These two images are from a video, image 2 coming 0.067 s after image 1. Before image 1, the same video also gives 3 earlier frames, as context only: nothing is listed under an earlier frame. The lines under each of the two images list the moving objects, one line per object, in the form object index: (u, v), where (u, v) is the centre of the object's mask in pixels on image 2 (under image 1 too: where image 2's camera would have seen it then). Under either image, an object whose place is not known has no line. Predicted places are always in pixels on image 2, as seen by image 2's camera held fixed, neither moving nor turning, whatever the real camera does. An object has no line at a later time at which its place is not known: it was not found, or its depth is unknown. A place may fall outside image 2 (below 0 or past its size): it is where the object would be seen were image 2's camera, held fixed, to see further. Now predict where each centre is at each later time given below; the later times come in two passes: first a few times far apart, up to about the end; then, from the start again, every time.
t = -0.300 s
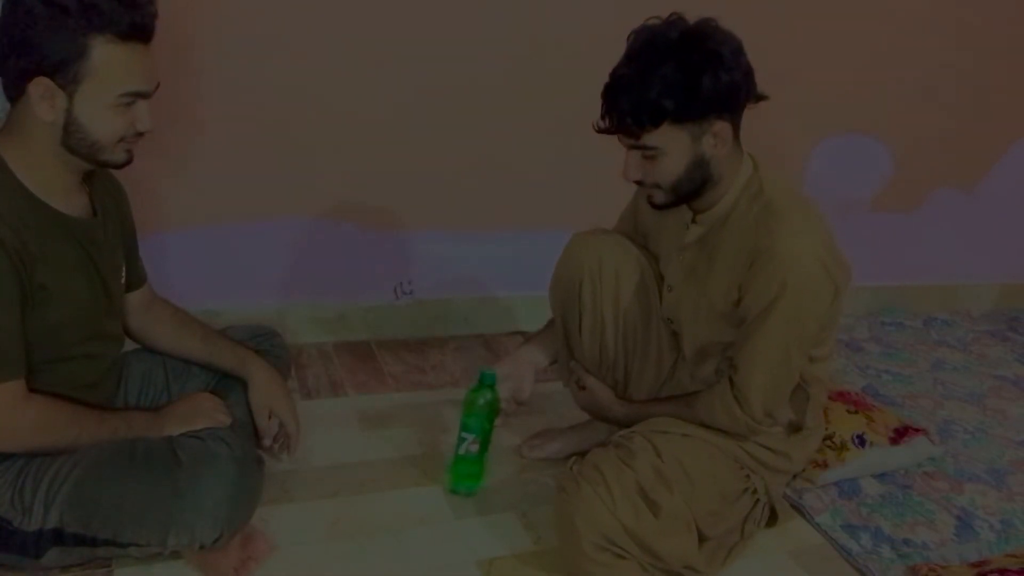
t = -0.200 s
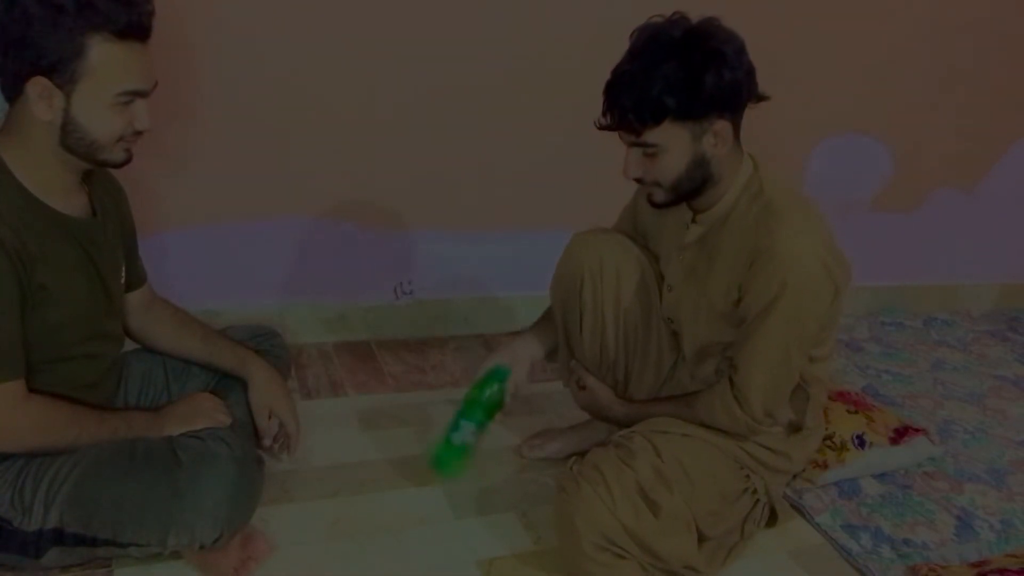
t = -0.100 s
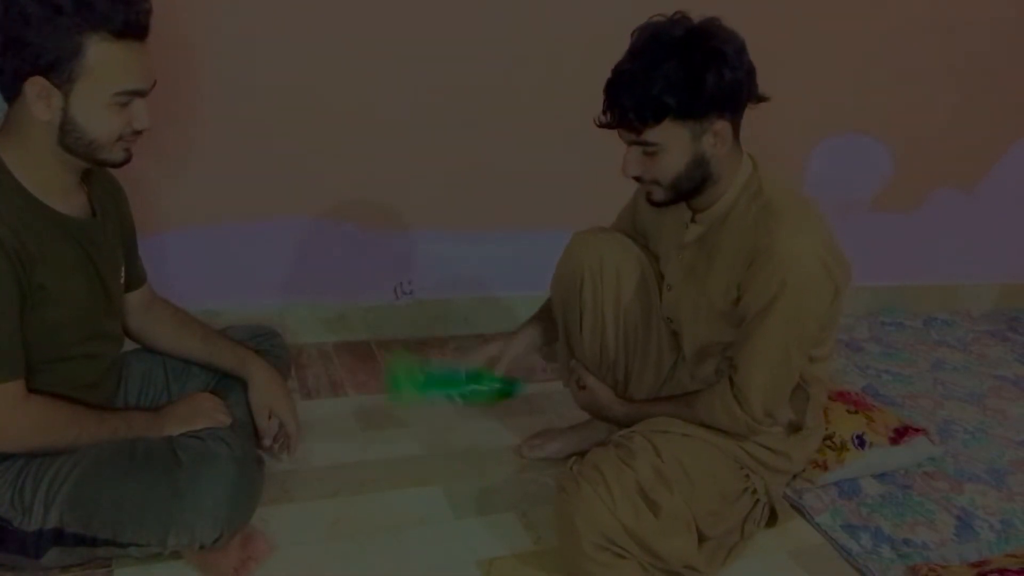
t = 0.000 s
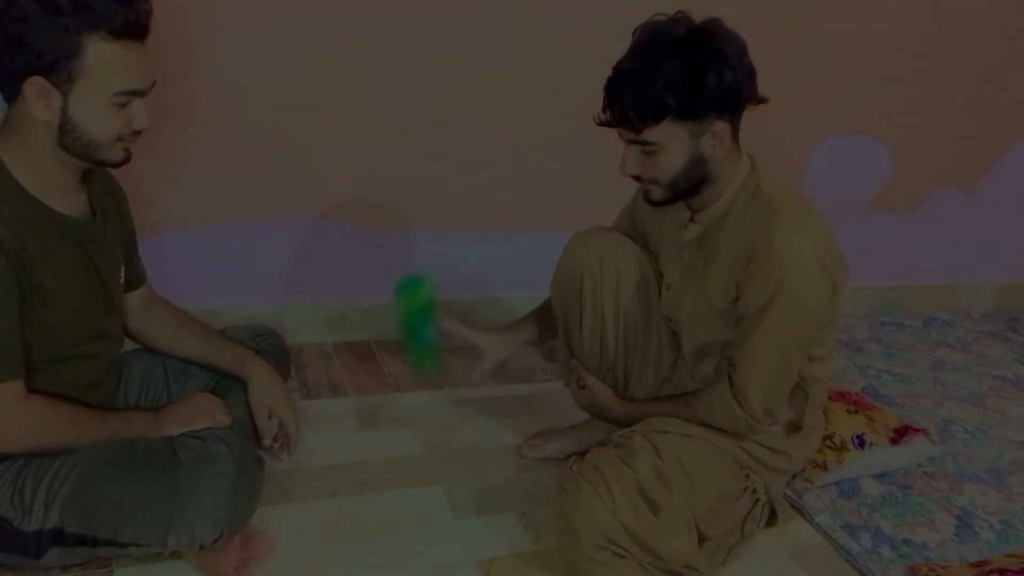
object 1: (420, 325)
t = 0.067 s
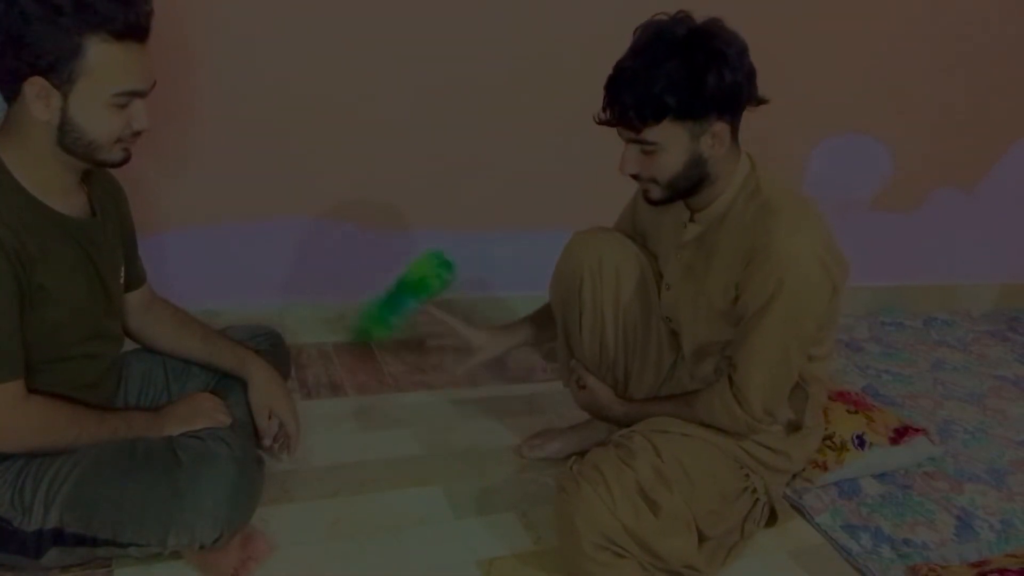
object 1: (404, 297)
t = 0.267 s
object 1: (392, 363)
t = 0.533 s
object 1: (362, 517)
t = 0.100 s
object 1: (400, 294)
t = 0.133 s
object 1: (395, 296)
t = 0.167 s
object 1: (395, 304)
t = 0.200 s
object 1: (394, 317)
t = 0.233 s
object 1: (393, 336)
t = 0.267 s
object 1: (392, 363)
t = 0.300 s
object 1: (394, 396)
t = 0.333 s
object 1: (393, 431)
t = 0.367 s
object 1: (390, 463)
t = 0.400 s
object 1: (384, 472)
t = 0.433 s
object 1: (376, 487)
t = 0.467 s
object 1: (368, 507)
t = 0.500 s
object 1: (365, 515)
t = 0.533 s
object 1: (362, 517)
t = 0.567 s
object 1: (360, 518)
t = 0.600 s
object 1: (360, 518)
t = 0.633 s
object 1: (358, 518)
